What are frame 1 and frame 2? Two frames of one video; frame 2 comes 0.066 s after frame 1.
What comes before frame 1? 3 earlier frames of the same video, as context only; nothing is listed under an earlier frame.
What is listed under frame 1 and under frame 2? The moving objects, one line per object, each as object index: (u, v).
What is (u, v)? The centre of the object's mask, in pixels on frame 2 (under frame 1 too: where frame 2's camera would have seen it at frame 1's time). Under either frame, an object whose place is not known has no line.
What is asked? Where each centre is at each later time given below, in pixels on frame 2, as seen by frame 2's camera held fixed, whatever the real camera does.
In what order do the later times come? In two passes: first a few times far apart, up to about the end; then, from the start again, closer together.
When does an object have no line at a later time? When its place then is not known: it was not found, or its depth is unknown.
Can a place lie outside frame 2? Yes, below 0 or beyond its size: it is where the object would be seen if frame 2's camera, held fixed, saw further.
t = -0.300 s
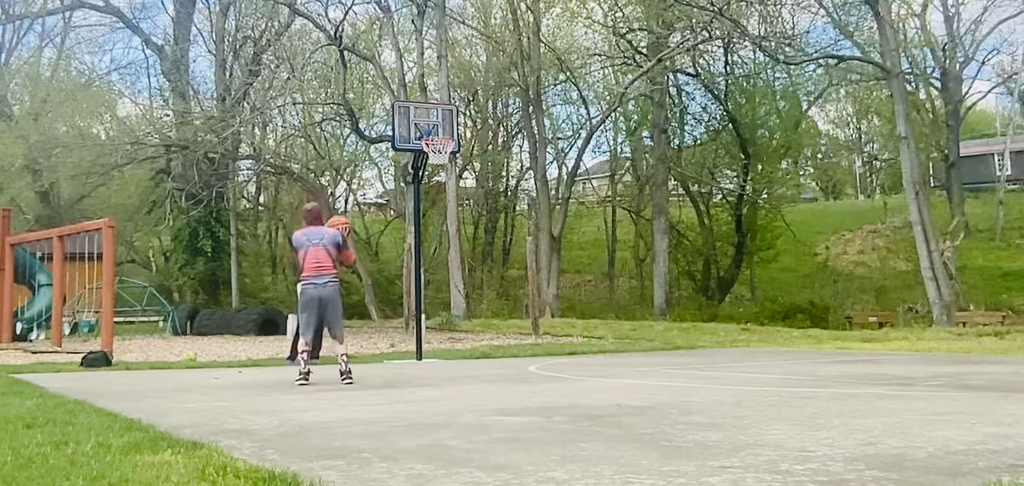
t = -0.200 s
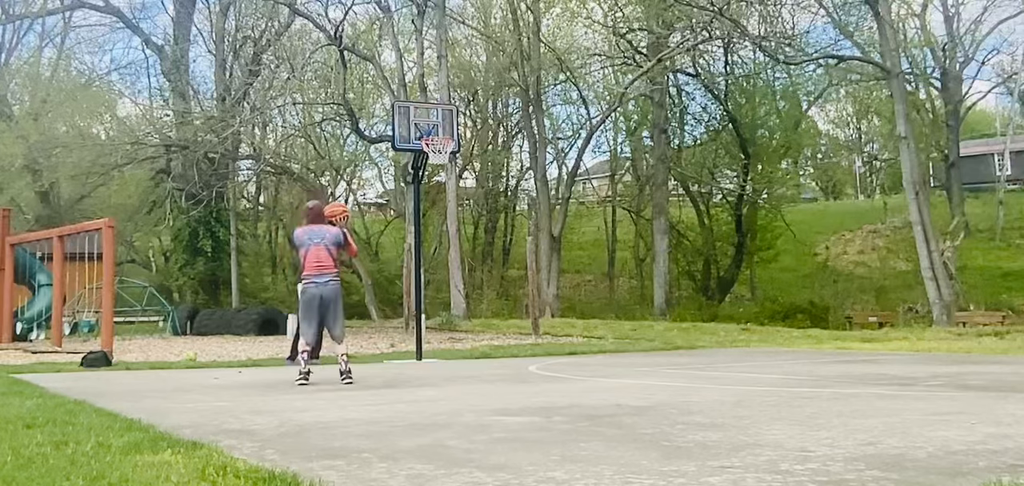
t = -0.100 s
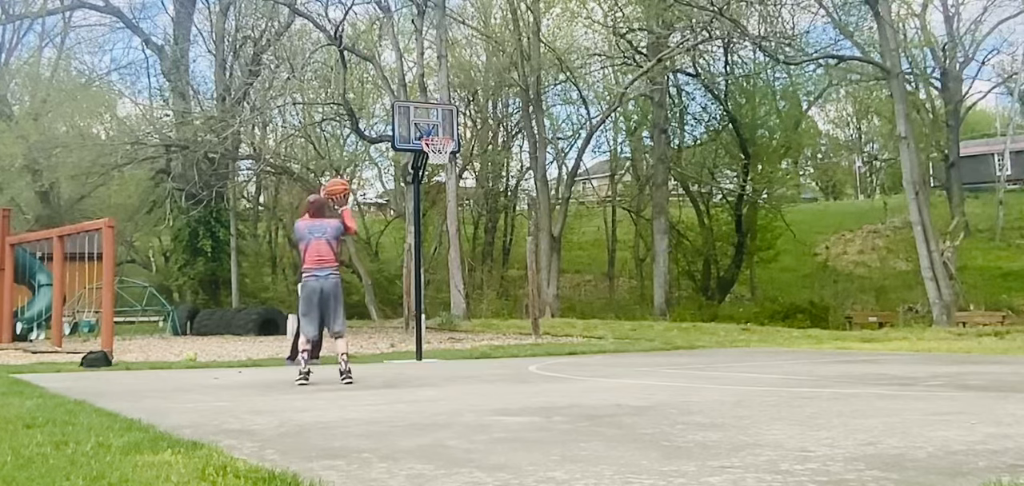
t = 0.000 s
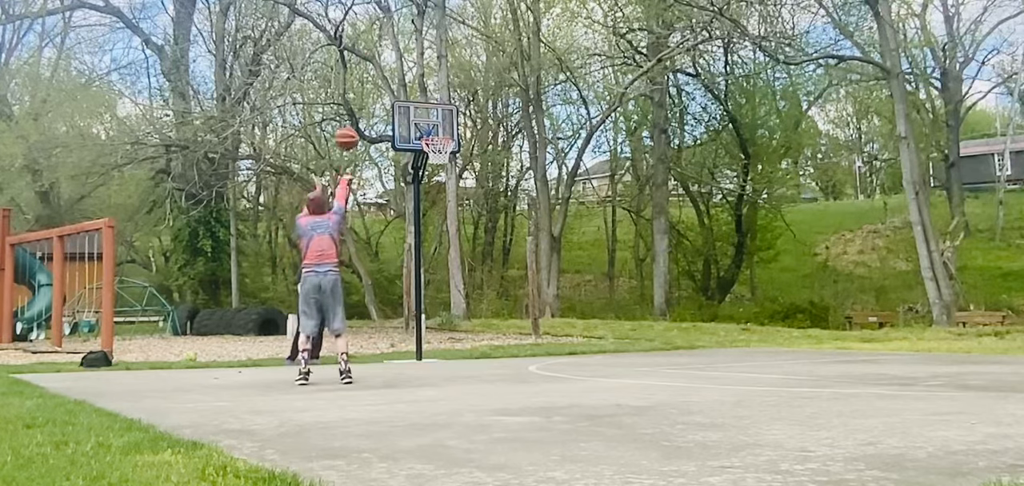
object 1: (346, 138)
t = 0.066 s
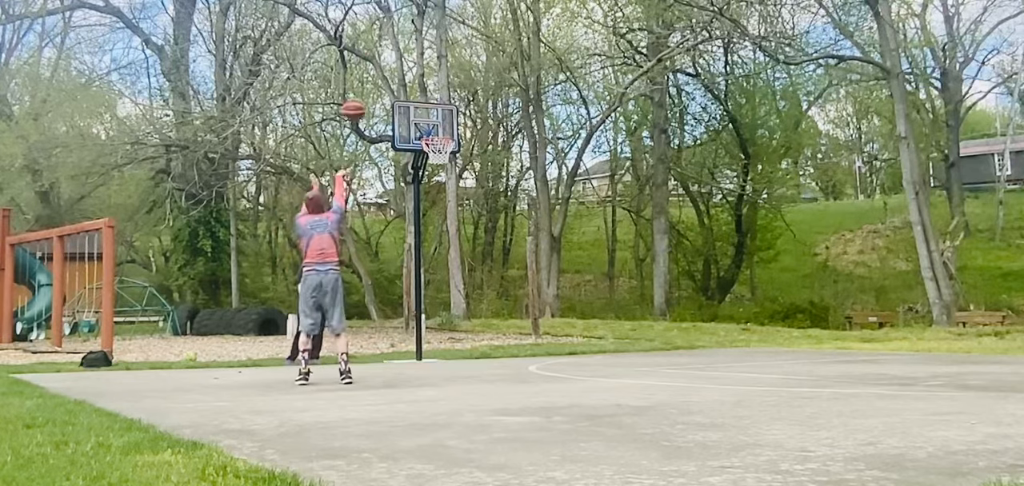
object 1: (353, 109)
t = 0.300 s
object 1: (377, 47)
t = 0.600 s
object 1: (404, 43)
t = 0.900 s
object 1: (427, 101)
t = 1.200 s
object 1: (438, 153)
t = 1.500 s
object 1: (446, 192)
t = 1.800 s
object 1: (454, 290)
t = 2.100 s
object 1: (458, 295)
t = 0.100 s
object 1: (358, 97)
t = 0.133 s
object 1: (361, 85)
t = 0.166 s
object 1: (365, 75)
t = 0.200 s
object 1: (368, 65)
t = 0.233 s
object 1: (372, 58)
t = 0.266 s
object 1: (374, 52)
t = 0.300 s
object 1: (377, 47)
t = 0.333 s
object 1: (382, 42)
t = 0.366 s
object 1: (385, 40)
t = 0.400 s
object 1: (388, 37)
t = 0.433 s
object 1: (390, 36)
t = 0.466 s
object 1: (392, 36)
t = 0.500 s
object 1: (396, 36)
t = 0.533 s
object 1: (399, 38)
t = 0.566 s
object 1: (402, 40)
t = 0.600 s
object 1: (404, 43)
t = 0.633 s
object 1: (407, 47)
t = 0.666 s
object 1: (410, 51)
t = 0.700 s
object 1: (412, 56)
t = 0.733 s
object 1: (414, 61)
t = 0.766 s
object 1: (417, 68)
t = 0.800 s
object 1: (419, 76)
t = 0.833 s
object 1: (421, 83)
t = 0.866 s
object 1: (424, 91)
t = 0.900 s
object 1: (427, 101)
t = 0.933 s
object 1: (429, 111)
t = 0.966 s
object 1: (432, 121)
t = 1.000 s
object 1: (434, 130)
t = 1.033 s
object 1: (436, 141)
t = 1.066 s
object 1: (437, 149)
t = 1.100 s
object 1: (438, 155)
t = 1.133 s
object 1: (439, 154)
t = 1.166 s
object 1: (439, 152)
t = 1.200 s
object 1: (438, 153)
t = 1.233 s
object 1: (439, 153)
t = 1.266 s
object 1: (441, 155)
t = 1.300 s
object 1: (442, 159)
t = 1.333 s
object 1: (444, 163)
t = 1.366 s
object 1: (444, 168)
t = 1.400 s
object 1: (444, 172)
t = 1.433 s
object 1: (445, 179)
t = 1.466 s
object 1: (446, 185)
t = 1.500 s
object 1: (446, 192)
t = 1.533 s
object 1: (447, 199)
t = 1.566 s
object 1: (448, 208)
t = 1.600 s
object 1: (449, 218)
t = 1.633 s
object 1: (449, 228)
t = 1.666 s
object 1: (450, 238)
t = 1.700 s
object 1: (451, 250)
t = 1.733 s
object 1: (453, 263)
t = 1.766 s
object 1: (453, 276)
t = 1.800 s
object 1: (454, 290)
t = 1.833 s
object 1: (455, 306)
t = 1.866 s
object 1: (456, 321)
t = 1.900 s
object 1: (457, 336)
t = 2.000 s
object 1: (458, 330)
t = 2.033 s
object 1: (458, 318)
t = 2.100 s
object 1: (458, 295)
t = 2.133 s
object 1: (459, 285)
